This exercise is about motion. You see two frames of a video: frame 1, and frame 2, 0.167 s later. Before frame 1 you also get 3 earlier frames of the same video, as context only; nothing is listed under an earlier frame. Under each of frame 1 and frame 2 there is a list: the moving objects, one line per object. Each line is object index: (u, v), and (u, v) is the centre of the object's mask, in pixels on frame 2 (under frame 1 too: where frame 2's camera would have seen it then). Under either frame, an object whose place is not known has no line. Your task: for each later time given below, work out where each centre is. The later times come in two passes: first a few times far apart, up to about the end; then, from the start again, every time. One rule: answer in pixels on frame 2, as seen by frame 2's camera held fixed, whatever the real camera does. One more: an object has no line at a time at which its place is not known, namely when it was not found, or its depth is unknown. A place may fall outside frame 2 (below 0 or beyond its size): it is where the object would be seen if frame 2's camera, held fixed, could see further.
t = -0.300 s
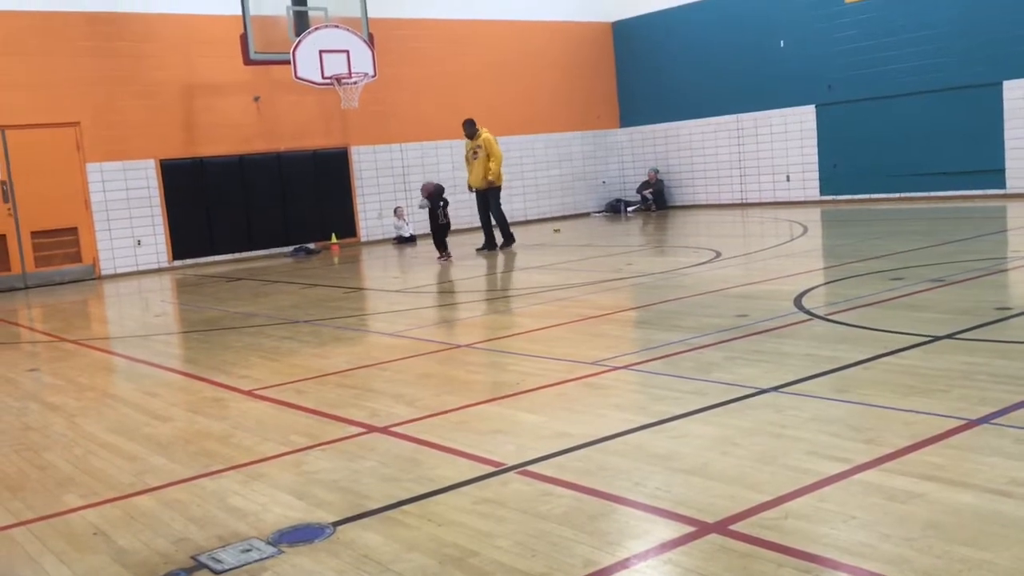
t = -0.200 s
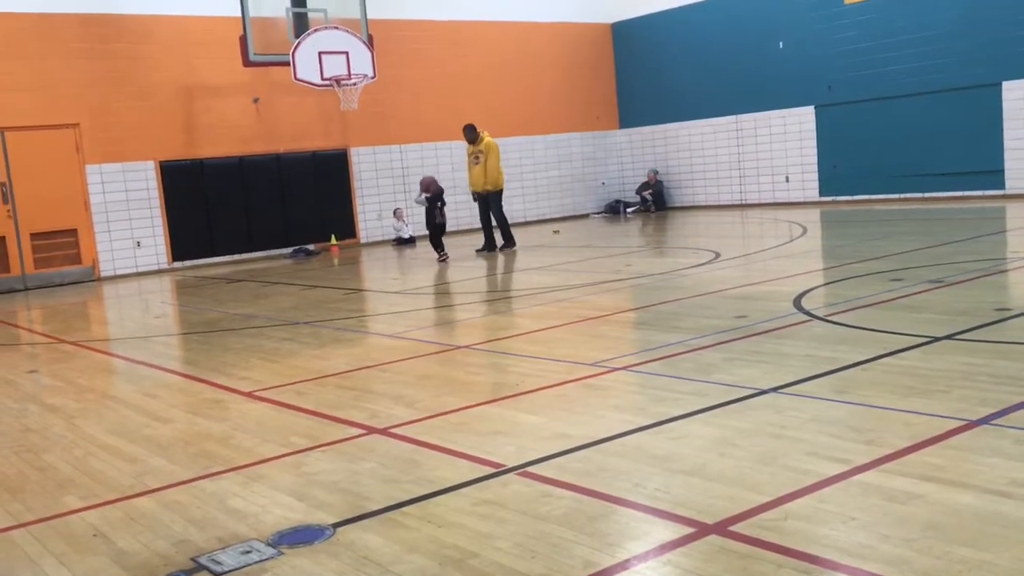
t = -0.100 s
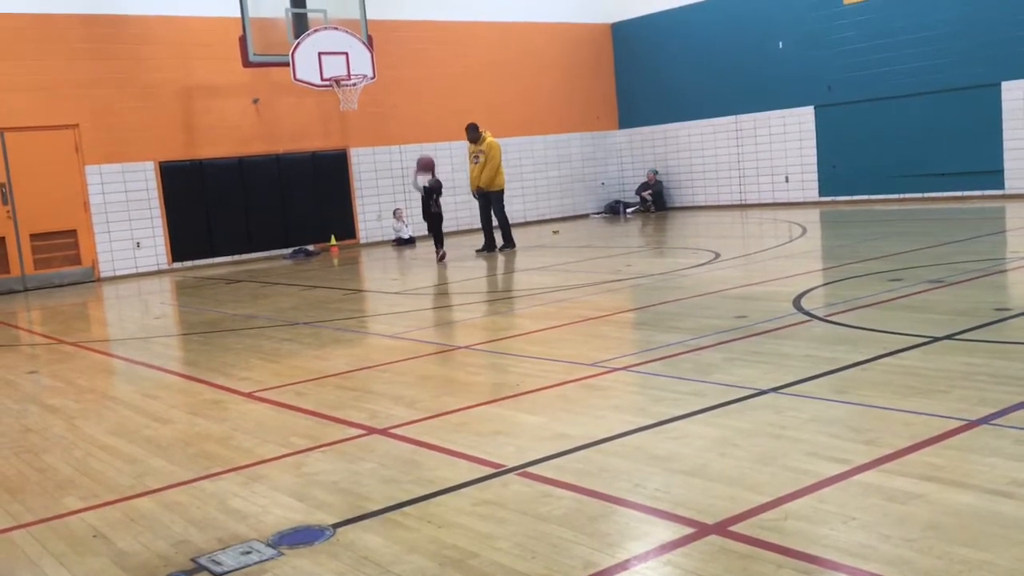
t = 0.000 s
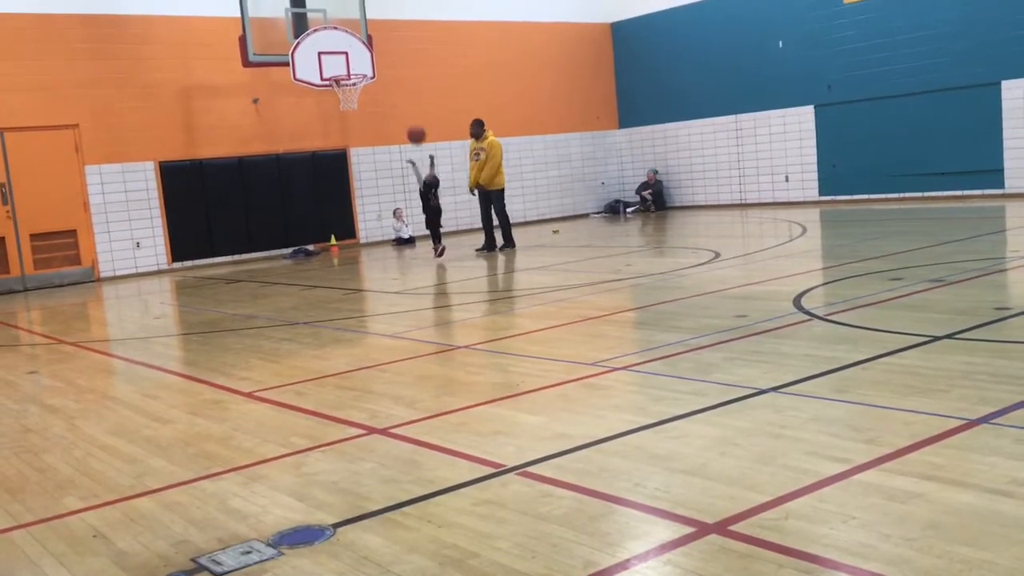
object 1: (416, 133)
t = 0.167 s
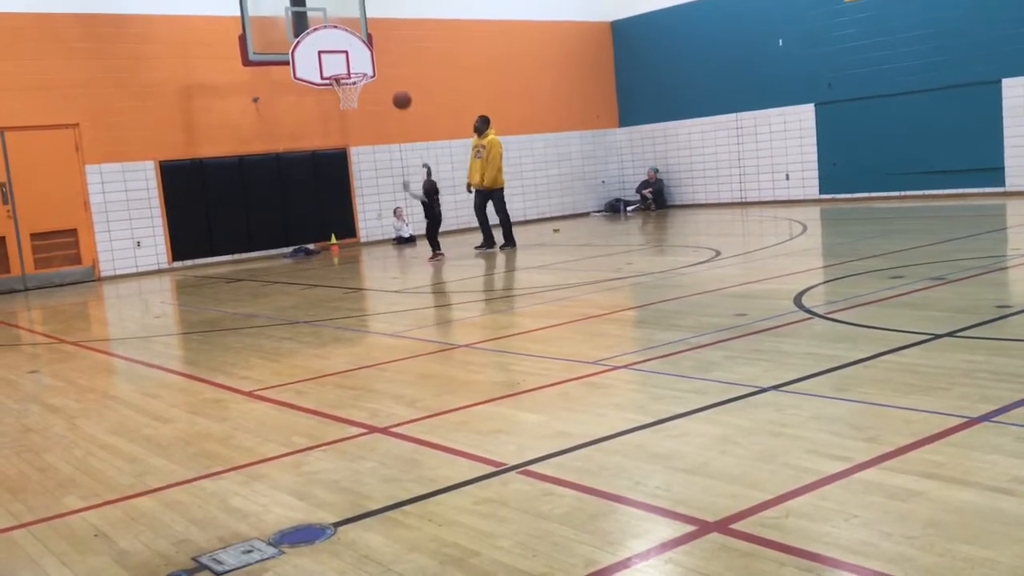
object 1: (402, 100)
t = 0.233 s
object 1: (397, 93)
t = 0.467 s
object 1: (382, 96)
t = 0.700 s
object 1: (372, 141)
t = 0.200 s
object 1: (399, 96)
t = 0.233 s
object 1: (397, 93)
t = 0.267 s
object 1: (394, 91)
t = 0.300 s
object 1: (392, 89)
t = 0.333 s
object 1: (390, 89)
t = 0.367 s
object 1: (388, 89)
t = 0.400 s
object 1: (386, 90)
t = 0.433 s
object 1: (384, 93)
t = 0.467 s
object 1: (382, 96)
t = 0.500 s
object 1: (380, 100)
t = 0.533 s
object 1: (378, 105)
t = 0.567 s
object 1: (377, 111)
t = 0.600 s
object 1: (376, 117)
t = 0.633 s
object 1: (374, 125)
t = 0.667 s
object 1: (373, 133)
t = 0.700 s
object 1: (372, 141)
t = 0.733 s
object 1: (371, 153)
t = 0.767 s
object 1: (371, 163)
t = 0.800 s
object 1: (370, 174)
